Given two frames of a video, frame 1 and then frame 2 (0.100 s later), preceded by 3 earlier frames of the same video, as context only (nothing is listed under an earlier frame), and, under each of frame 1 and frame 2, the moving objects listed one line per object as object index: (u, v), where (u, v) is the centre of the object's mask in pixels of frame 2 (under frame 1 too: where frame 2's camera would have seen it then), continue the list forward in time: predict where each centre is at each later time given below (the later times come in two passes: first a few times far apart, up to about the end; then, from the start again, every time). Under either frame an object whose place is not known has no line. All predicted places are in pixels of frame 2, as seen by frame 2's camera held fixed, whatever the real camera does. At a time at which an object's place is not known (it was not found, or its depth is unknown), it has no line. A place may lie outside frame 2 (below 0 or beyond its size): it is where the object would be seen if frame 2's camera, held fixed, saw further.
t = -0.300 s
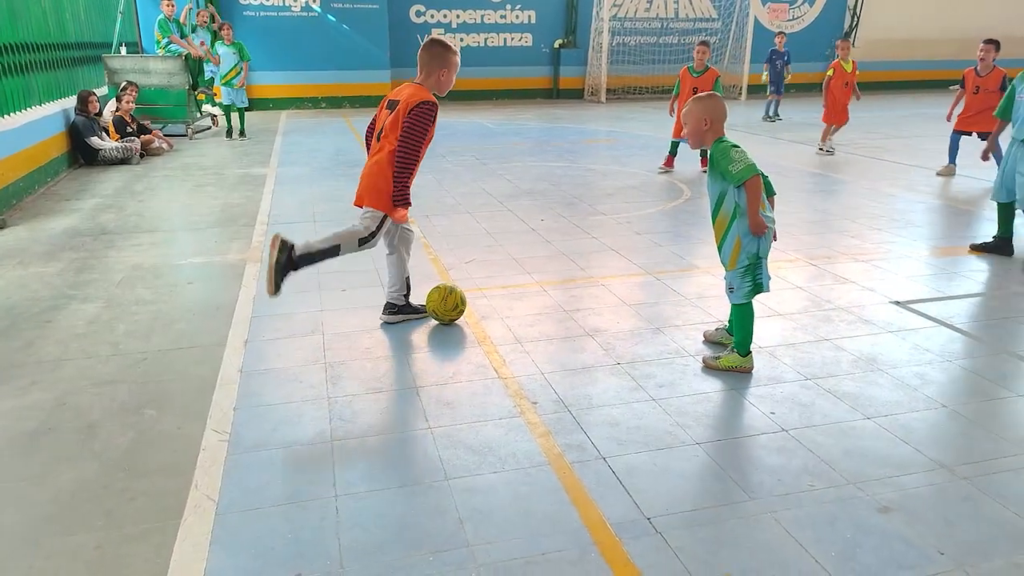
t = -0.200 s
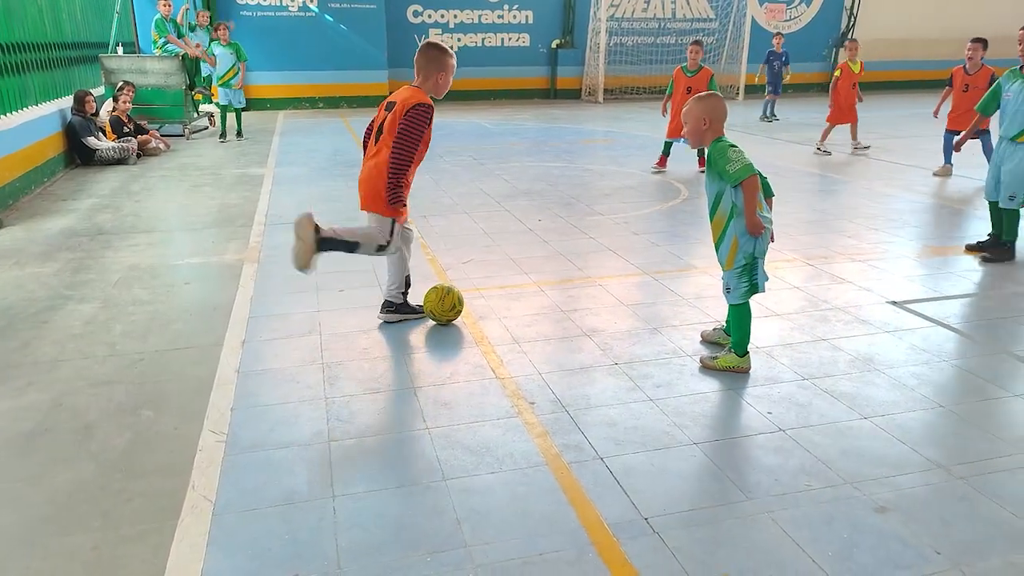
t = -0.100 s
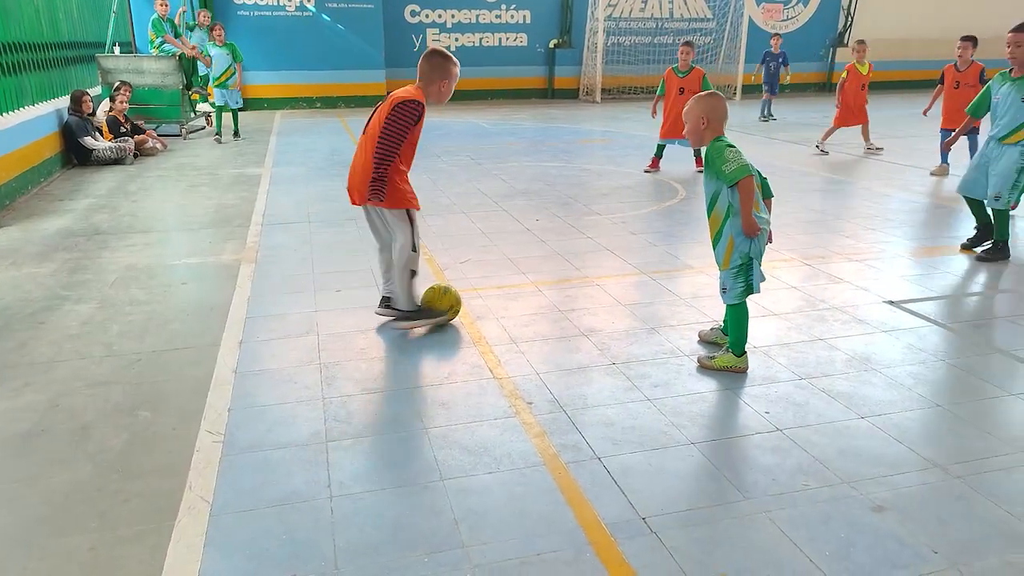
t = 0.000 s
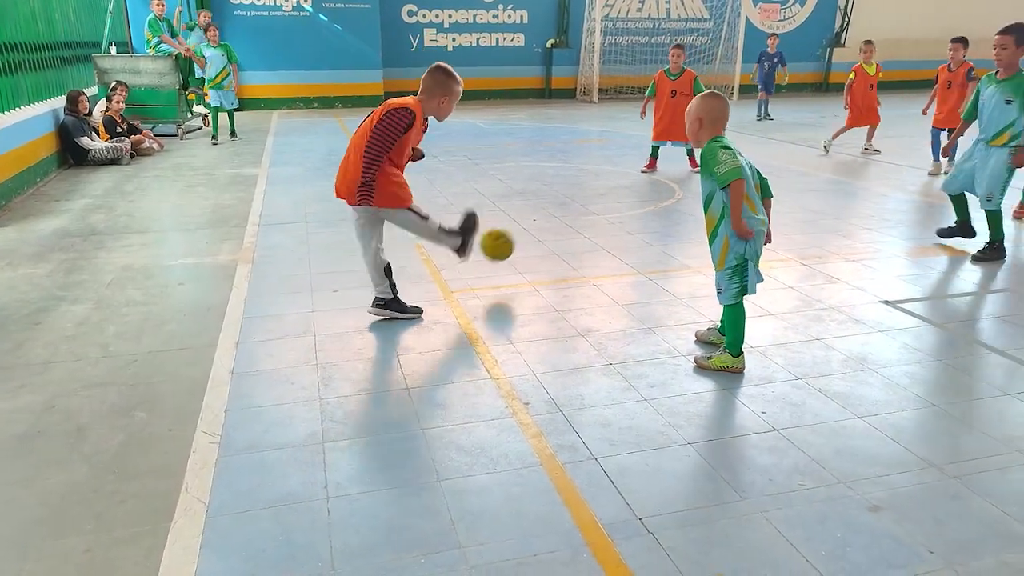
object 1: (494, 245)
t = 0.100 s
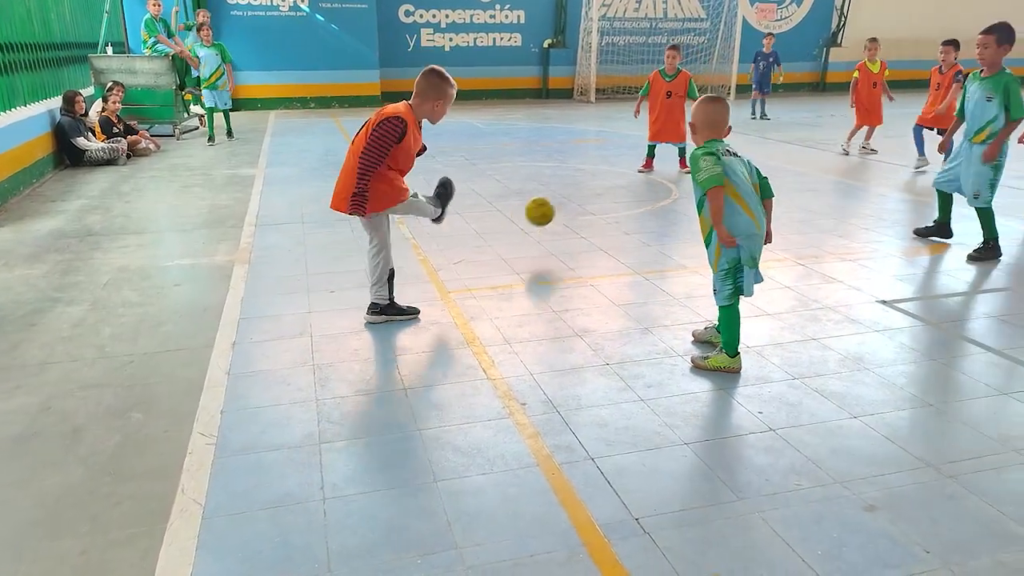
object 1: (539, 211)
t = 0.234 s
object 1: (581, 200)
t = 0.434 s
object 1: (617, 182)
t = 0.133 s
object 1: (551, 205)
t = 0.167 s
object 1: (562, 201)
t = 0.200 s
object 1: (572, 200)
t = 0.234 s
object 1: (581, 200)
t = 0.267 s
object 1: (590, 201)
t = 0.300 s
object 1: (597, 196)
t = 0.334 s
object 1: (603, 190)
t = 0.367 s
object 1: (608, 186)
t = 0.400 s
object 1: (613, 184)
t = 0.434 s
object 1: (617, 182)
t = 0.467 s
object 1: (621, 178)
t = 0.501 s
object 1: (625, 175)
